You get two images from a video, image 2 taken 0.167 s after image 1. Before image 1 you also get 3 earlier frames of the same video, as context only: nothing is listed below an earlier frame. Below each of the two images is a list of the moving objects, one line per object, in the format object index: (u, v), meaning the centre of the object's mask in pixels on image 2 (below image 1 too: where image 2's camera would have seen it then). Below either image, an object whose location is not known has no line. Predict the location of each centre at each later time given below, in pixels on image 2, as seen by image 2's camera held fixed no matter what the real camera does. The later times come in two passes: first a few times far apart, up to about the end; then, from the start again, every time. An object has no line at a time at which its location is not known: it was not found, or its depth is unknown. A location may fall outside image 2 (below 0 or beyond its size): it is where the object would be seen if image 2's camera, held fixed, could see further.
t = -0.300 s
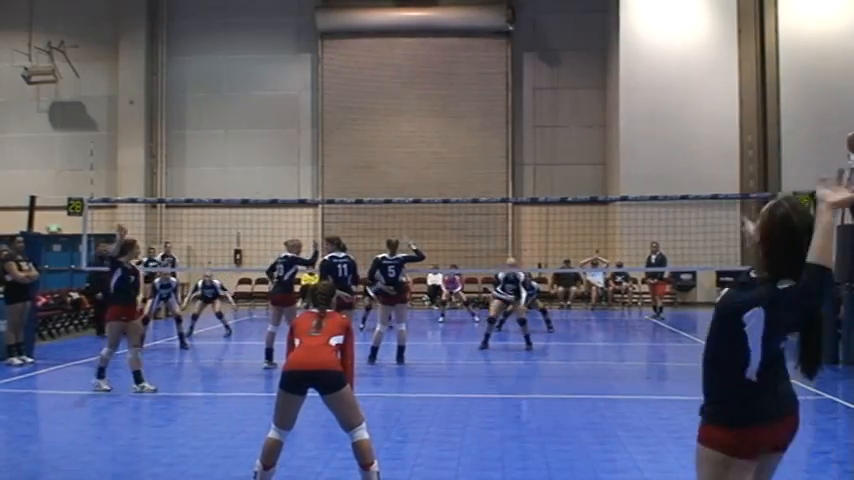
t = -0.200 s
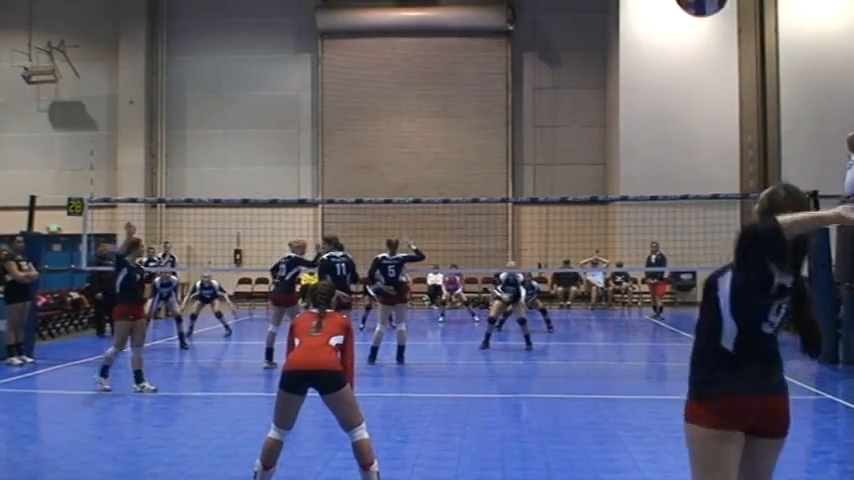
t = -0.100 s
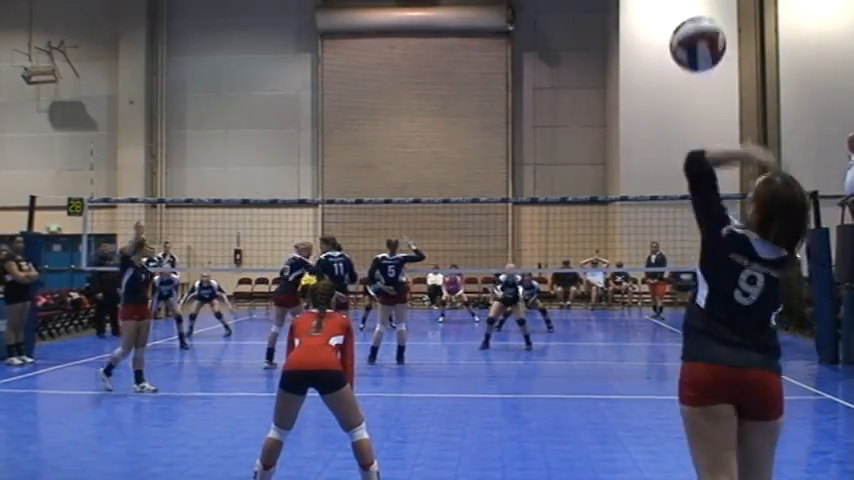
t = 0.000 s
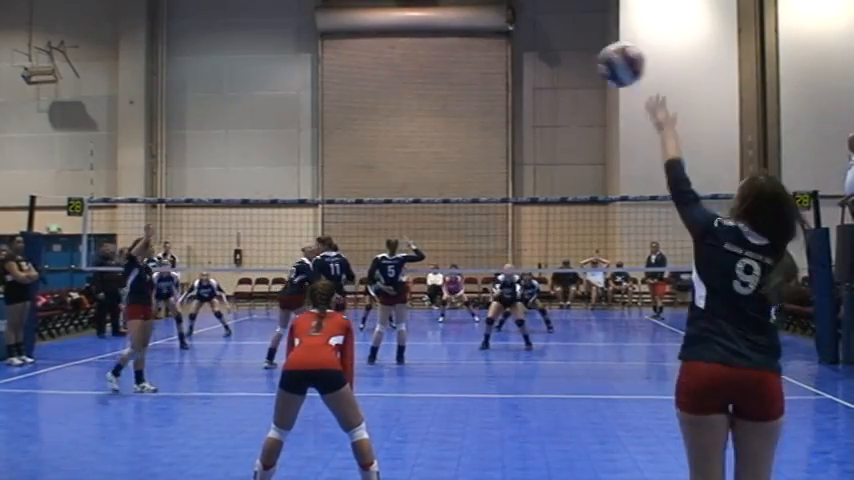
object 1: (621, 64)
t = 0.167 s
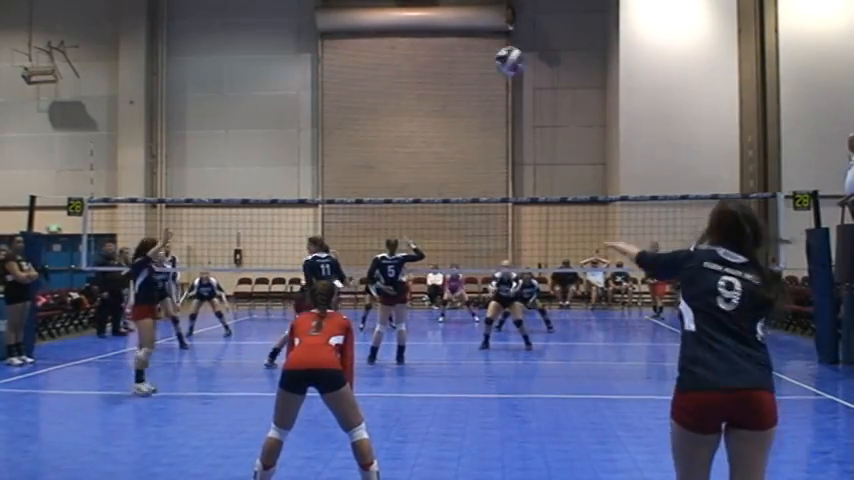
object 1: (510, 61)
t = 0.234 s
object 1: (484, 68)
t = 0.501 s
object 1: (430, 114)
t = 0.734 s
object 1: (401, 167)
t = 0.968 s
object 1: (378, 228)
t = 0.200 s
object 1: (496, 64)
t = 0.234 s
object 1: (484, 68)
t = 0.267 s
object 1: (474, 73)
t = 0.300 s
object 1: (466, 77)
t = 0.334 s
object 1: (458, 82)
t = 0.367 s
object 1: (451, 88)
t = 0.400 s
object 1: (446, 93)
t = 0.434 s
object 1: (440, 100)
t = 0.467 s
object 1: (435, 107)
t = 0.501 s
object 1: (430, 114)
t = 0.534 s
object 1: (425, 121)
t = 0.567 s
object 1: (421, 128)
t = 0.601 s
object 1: (416, 135)
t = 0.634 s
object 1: (412, 142)
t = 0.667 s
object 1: (408, 151)
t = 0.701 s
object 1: (405, 159)
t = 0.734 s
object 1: (401, 167)
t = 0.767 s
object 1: (397, 176)
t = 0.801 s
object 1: (393, 184)
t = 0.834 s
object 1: (390, 192)
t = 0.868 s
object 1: (388, 200)
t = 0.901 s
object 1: (384, 209)
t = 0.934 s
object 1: (381, 218)
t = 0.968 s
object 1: (378, 228)
